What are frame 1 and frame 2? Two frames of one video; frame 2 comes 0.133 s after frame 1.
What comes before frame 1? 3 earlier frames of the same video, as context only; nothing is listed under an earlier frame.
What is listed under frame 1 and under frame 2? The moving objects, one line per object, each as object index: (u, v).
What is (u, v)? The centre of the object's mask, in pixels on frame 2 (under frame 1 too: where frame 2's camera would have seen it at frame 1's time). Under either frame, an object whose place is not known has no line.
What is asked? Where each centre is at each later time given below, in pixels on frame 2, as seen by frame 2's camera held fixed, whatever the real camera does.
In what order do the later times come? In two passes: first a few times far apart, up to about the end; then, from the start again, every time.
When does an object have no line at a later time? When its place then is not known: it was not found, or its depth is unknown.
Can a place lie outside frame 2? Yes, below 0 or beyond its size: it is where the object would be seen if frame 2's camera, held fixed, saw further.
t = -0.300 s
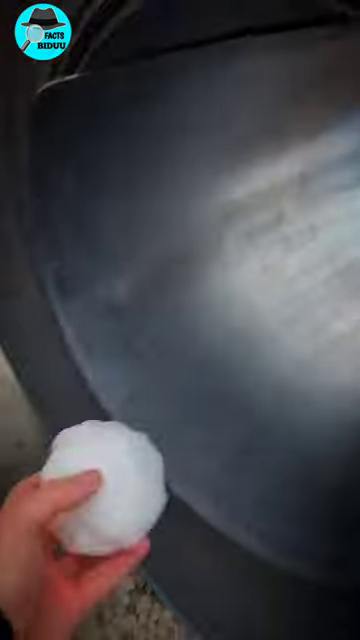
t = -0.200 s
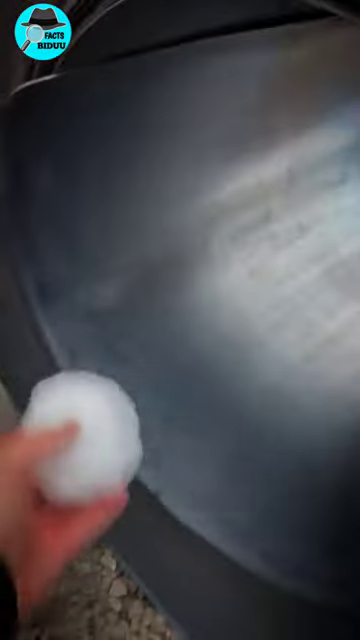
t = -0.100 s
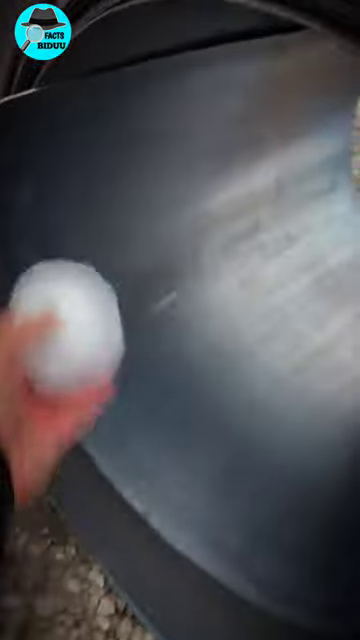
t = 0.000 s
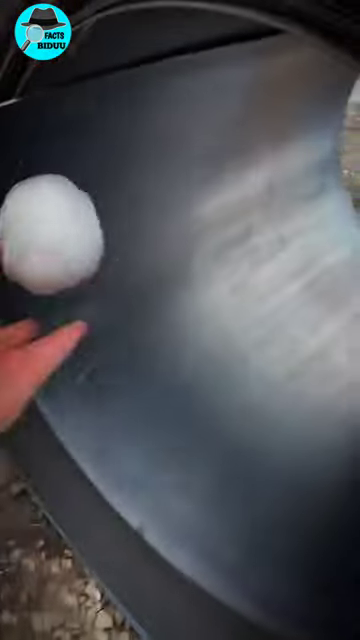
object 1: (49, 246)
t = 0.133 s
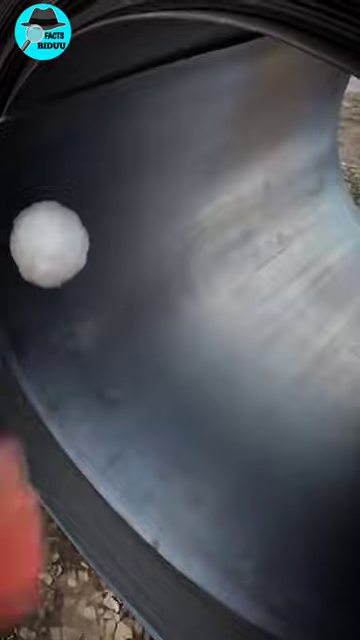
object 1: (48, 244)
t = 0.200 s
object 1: (57, 278)
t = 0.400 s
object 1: (215, 441)
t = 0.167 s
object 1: (52, 260)
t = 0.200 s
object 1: (57, 278)
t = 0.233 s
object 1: (70, 302)
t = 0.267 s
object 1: (92, 331)
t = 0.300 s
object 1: (117, 361)
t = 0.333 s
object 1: (146, 389)
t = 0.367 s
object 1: (178, 416)
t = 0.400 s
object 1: (215, 441)
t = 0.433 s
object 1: (254, 461)
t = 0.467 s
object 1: (290, 477)
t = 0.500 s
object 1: (325, 484)
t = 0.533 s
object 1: (350, 487)
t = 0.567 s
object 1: (365, 487)
